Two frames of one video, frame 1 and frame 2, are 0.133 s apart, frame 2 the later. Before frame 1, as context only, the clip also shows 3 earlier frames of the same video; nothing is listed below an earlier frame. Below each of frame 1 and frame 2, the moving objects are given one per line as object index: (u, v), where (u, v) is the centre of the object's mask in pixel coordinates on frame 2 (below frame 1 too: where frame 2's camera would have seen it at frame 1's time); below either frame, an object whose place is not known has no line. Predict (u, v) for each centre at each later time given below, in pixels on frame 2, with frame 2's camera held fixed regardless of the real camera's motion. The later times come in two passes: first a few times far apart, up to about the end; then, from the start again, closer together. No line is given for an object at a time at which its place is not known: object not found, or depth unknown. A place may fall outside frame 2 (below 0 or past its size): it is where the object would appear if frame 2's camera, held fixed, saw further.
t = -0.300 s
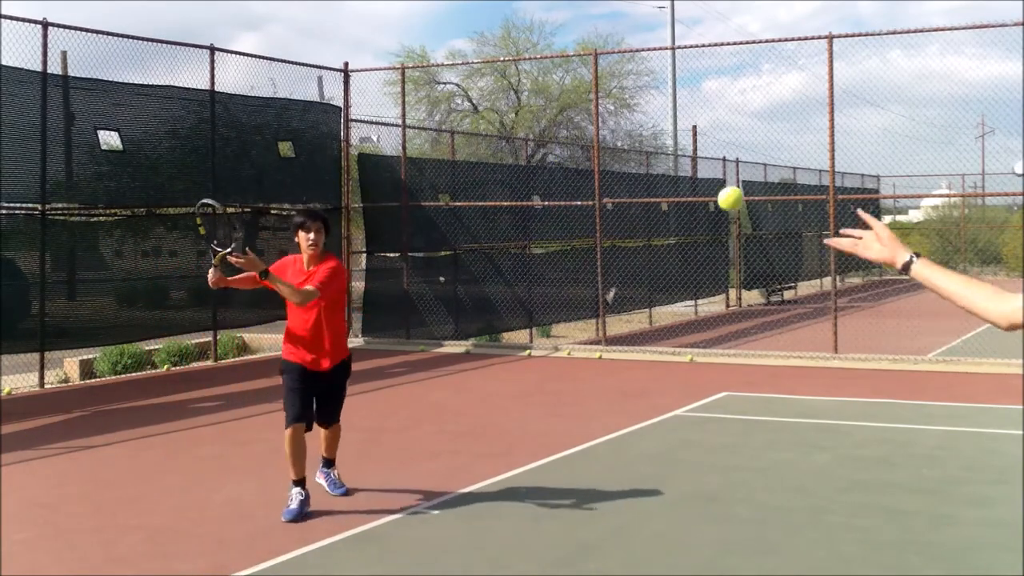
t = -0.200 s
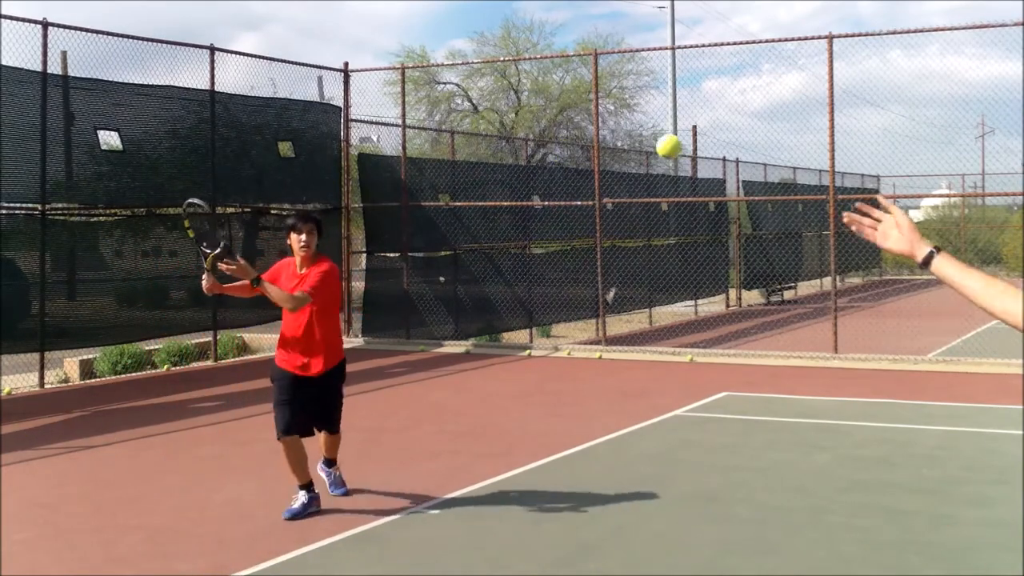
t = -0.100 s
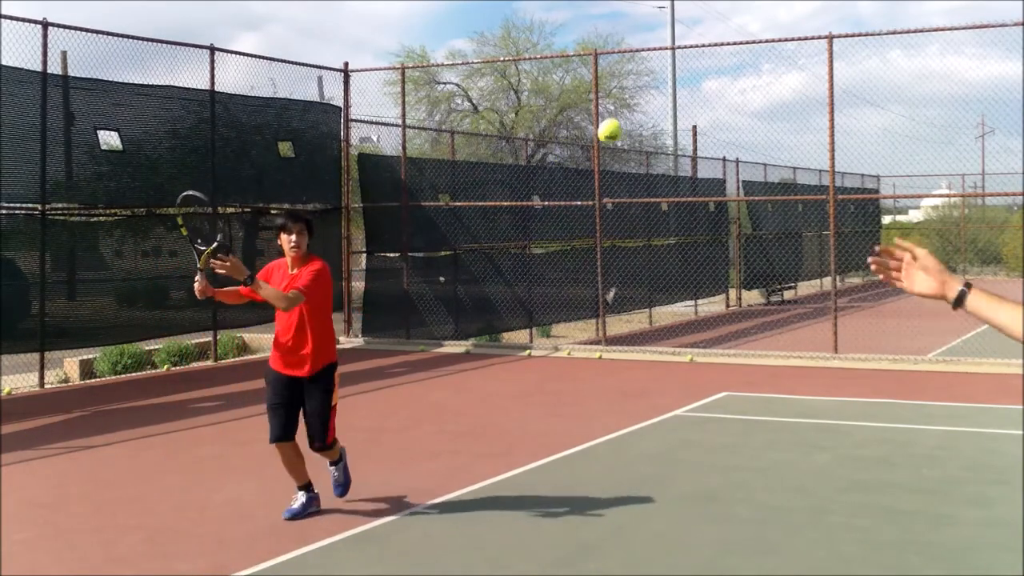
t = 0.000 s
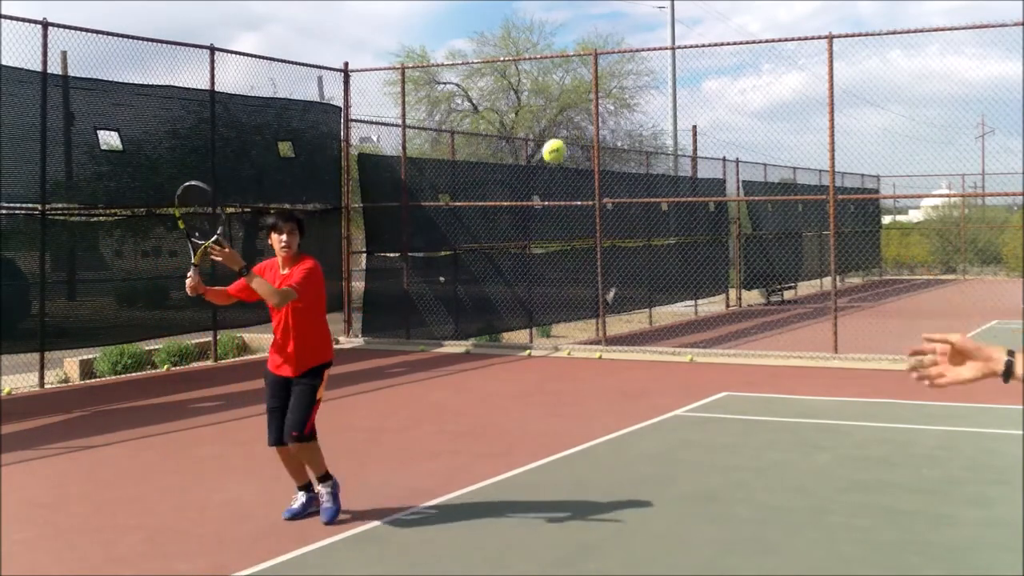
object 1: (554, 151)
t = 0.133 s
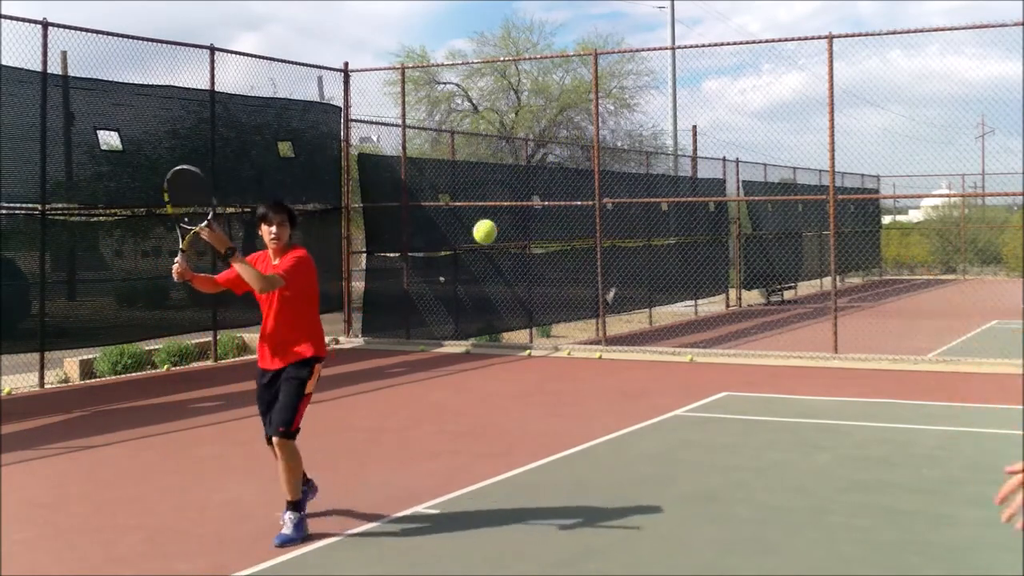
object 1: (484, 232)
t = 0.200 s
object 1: (452, 294)
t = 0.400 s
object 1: (364, 561)
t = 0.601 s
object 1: (300, 567)
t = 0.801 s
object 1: (248, 411)
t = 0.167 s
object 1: (468, 261)
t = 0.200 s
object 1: (452, 294)
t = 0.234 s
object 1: (437, 330)
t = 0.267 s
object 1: (421, 369)
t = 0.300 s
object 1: (406, 412)
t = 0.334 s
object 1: (392, 458)
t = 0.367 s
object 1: (378, 508)
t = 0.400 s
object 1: (364, 561)
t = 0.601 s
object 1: (300, 567)
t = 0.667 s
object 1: (282, 502)
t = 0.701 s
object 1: (274, 475)
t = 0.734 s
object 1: (266, 450)
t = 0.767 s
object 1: (257, 429)
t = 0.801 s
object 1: (248, 411)
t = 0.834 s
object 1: (241, 396)
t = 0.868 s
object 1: (233, 384)
